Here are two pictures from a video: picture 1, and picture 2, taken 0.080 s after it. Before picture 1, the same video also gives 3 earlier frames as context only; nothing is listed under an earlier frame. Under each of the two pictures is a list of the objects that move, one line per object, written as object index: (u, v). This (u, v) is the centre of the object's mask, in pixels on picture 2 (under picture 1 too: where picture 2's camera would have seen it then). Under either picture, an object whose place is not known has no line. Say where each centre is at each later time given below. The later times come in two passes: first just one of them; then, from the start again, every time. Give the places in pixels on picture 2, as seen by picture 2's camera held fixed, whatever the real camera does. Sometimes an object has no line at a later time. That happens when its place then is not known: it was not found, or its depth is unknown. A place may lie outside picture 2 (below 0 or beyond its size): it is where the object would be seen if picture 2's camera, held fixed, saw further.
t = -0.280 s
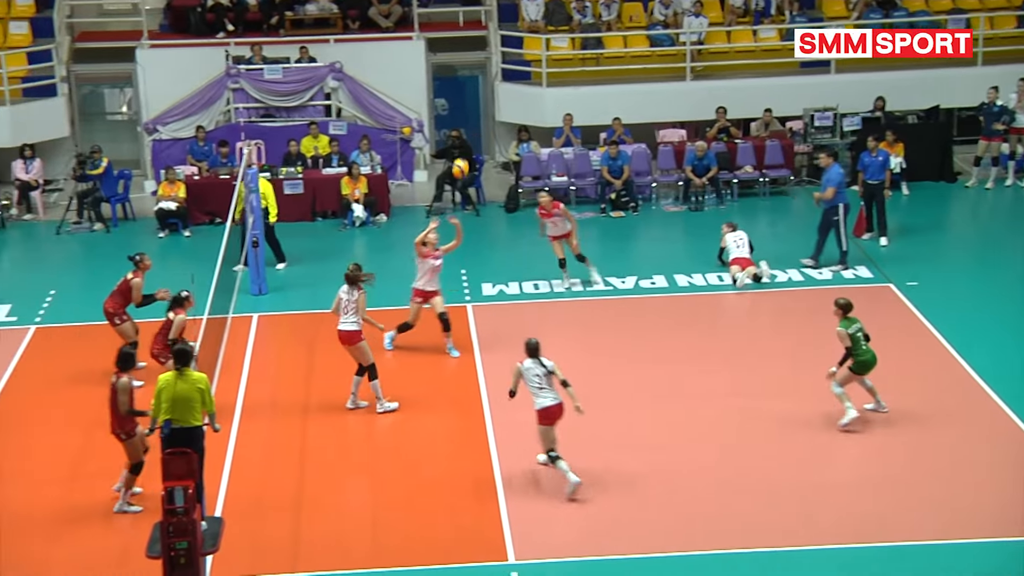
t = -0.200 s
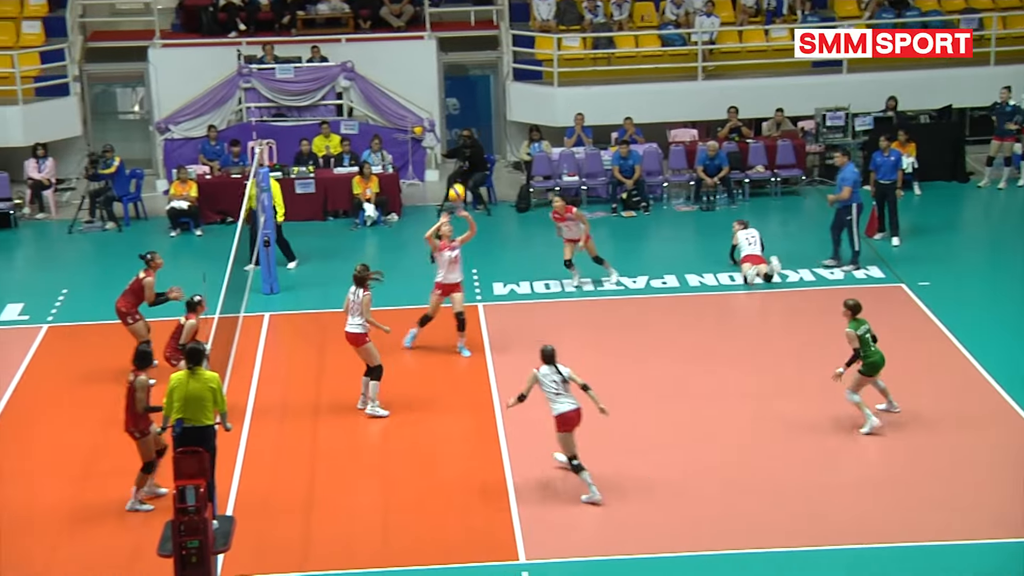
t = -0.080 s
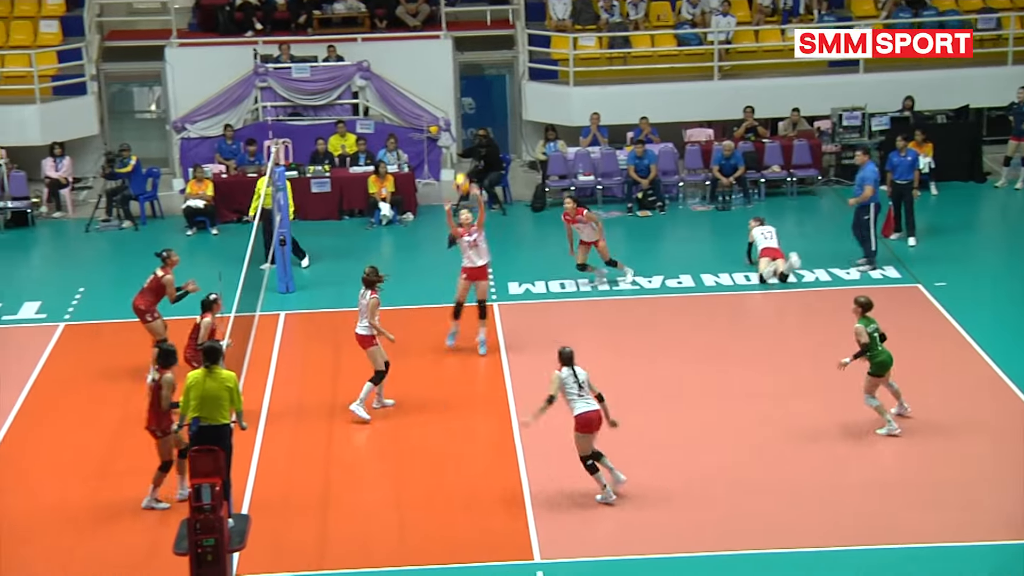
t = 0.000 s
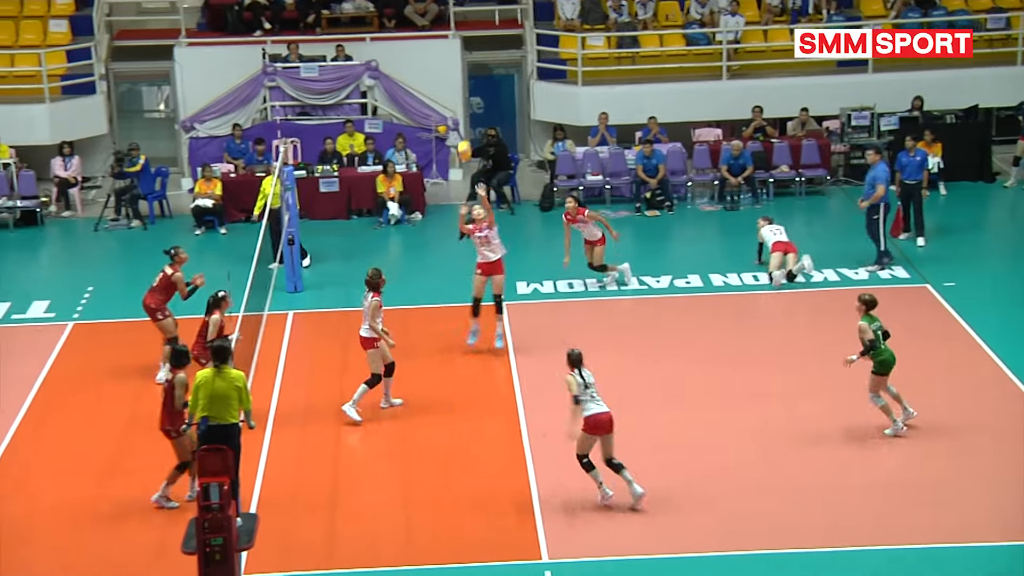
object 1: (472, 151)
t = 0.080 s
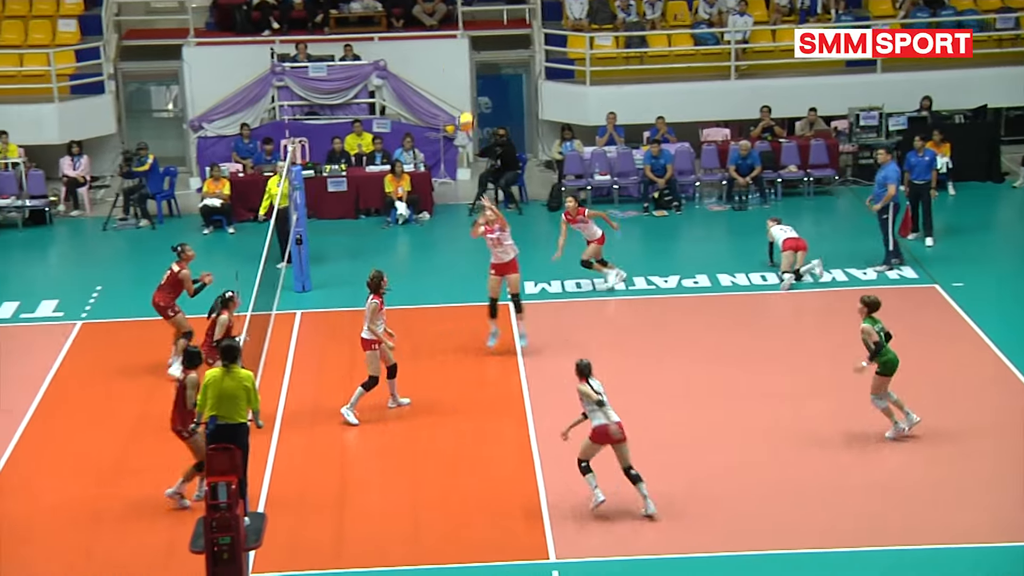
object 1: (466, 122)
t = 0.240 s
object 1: (458, 81)
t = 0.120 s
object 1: (464, 110)
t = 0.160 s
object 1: (461, 99)
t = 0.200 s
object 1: (460, 89)
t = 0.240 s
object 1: (458, 81)
